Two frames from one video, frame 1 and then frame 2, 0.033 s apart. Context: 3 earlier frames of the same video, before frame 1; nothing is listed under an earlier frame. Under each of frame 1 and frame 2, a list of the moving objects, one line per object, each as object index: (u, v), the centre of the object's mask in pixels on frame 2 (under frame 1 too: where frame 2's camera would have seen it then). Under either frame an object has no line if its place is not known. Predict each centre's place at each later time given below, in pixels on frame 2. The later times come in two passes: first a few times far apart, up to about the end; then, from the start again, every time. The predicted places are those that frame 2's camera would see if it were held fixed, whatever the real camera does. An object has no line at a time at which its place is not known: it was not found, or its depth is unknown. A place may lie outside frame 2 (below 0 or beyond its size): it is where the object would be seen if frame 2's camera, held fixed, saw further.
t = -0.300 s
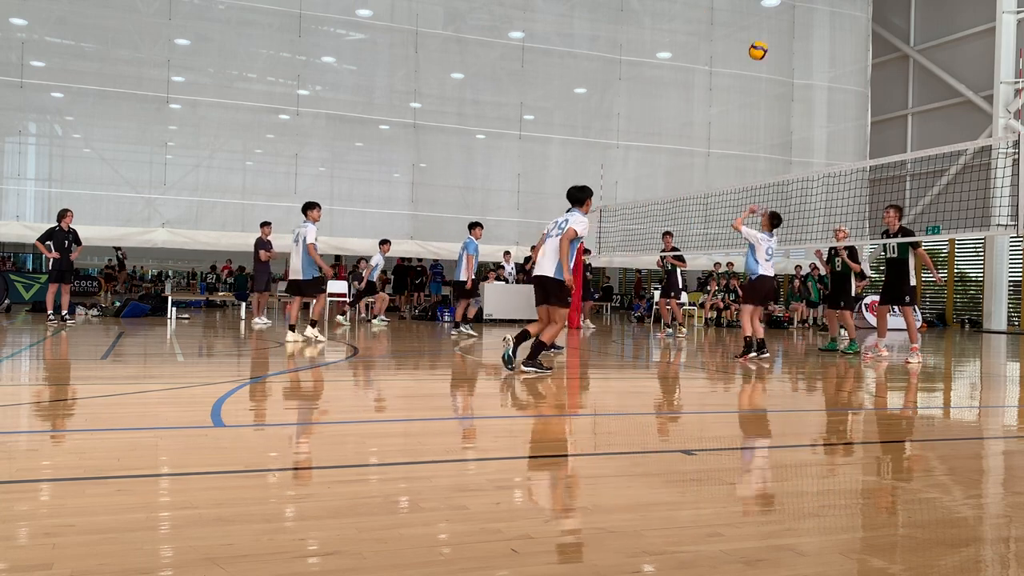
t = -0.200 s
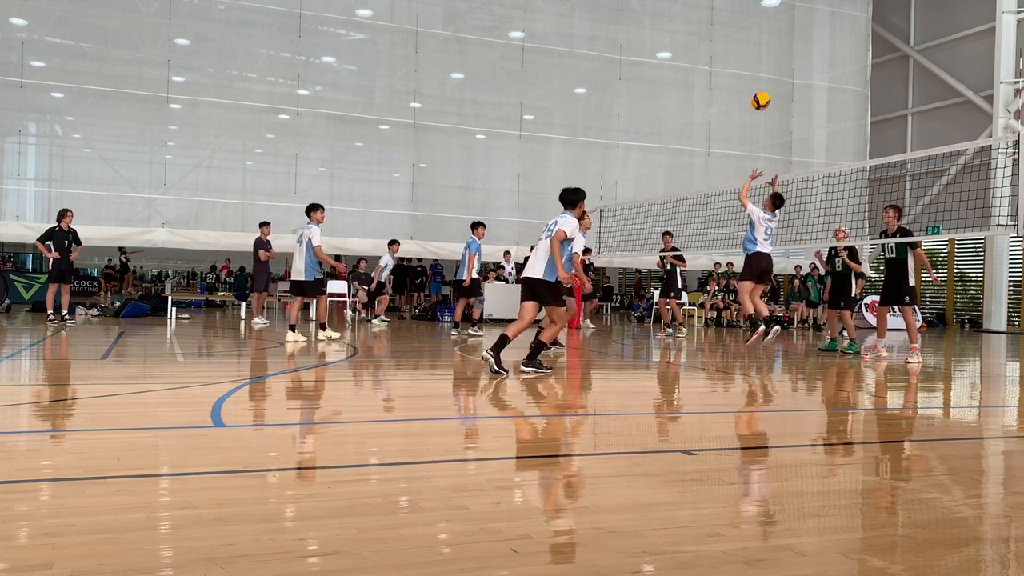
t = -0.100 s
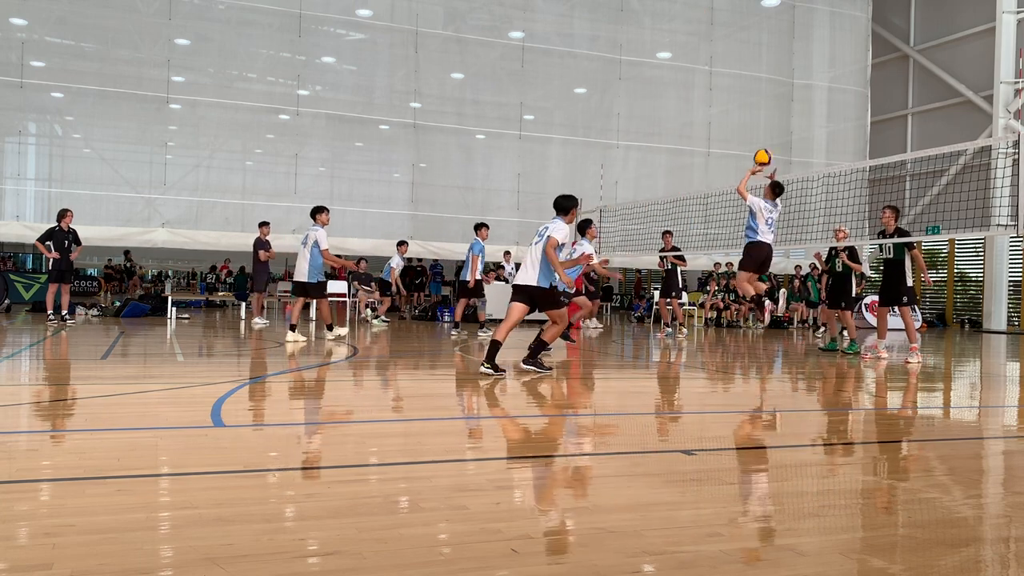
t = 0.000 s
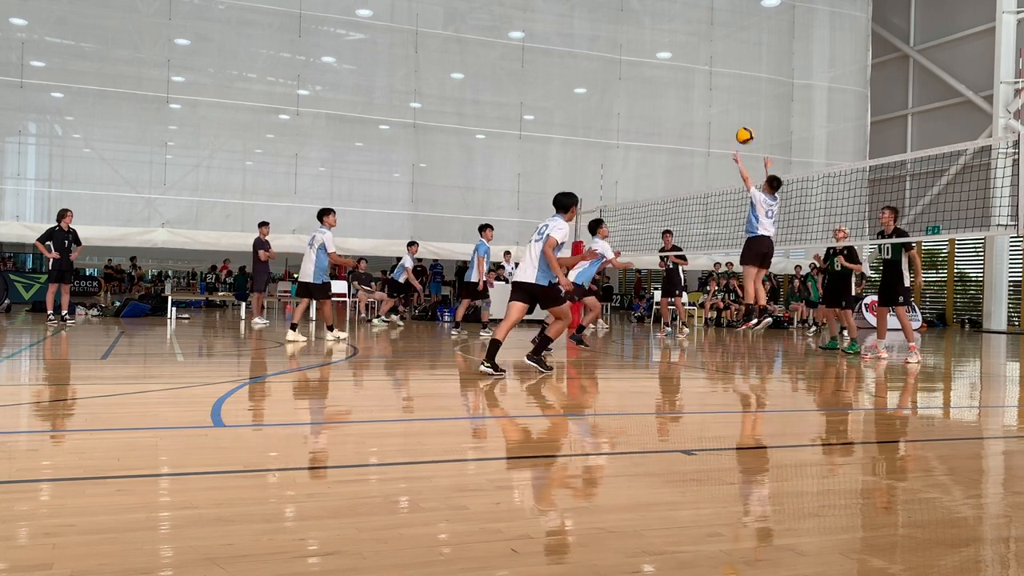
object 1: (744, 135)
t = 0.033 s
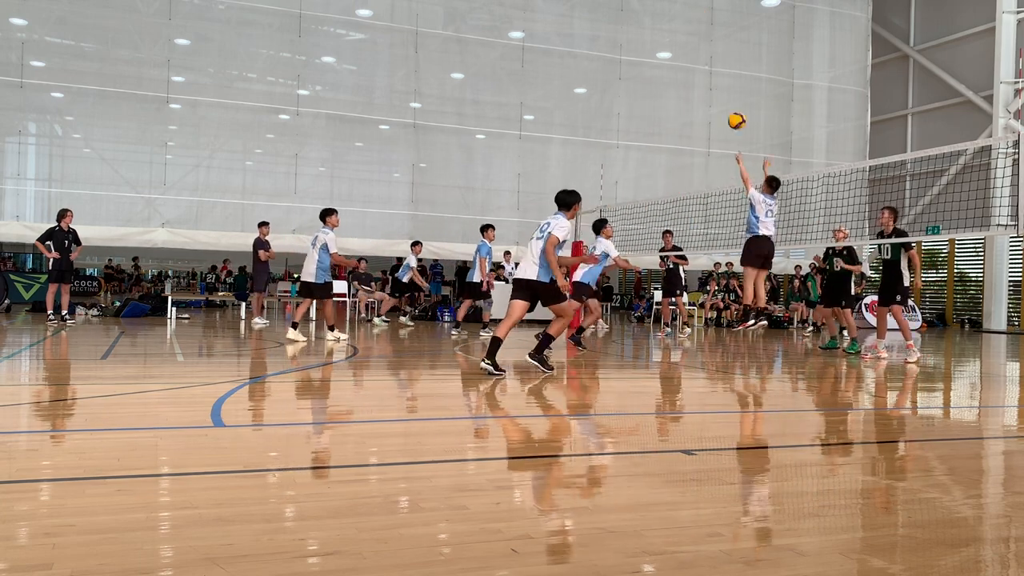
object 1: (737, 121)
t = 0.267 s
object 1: (686, 55)
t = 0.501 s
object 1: (646, 43)
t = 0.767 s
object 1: (607, 72)
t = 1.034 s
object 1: (573, 135)
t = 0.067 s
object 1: (728, 107)
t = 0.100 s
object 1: (721, 95)
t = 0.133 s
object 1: (713, 85)
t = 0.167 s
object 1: (707, 75)
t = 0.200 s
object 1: (699, 68)
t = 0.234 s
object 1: (693, 61)
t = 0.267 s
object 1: (686, 55)
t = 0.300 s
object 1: (680, 51)
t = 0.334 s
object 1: (674, 47)
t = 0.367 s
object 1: (668, 45)
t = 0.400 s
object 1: (662, 43)
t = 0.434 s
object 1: (657, 42)
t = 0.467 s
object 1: (651, 42)
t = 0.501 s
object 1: (646, 43)
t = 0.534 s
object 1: (640, 44)
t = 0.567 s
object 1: (635, 46)
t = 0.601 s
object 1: (630, 49)
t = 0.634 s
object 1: (625, 52)
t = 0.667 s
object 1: (621, 56)
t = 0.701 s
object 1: (616, 61)
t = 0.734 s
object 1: (611, 66)
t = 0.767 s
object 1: (607, 72)
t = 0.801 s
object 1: (602, 78)
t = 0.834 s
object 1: (598, 85)
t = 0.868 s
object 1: (593, 92)
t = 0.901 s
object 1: (589, 100)
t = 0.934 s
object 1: (585, 108)
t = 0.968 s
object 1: (581, 117)
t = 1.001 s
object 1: (577, 126)
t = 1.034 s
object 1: (573, 135)
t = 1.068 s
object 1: (569, 145)
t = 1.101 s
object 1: (566, 156)
